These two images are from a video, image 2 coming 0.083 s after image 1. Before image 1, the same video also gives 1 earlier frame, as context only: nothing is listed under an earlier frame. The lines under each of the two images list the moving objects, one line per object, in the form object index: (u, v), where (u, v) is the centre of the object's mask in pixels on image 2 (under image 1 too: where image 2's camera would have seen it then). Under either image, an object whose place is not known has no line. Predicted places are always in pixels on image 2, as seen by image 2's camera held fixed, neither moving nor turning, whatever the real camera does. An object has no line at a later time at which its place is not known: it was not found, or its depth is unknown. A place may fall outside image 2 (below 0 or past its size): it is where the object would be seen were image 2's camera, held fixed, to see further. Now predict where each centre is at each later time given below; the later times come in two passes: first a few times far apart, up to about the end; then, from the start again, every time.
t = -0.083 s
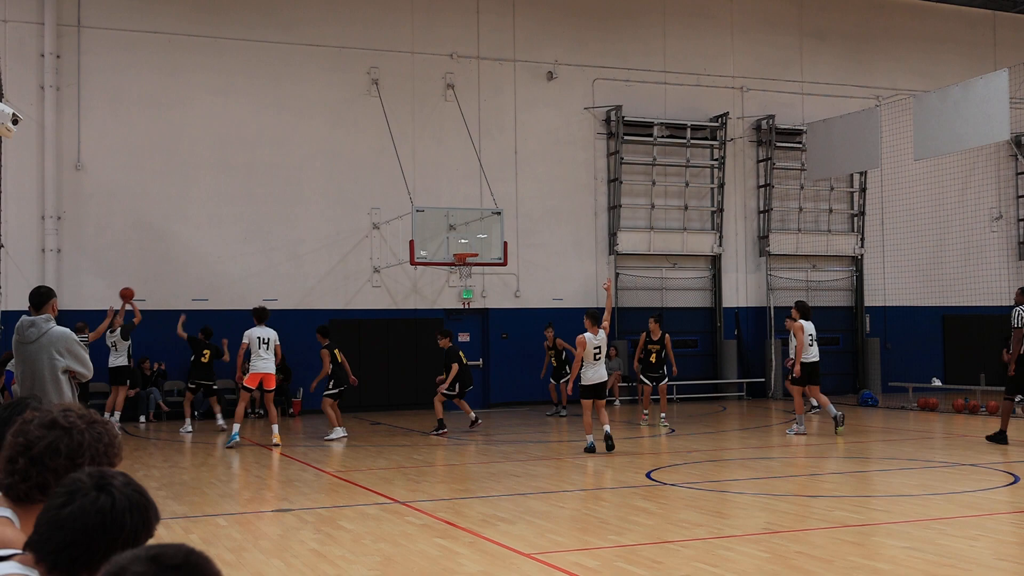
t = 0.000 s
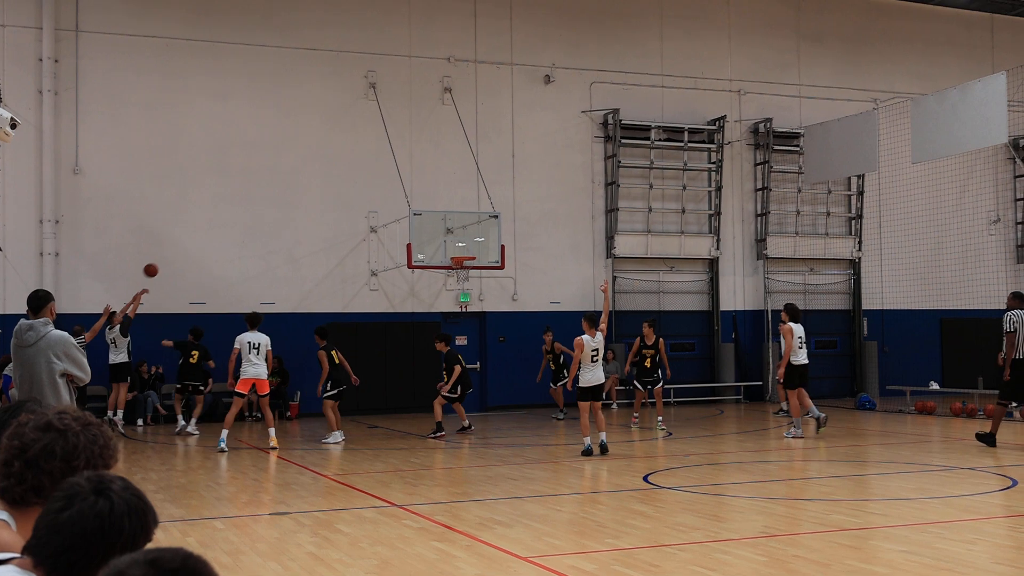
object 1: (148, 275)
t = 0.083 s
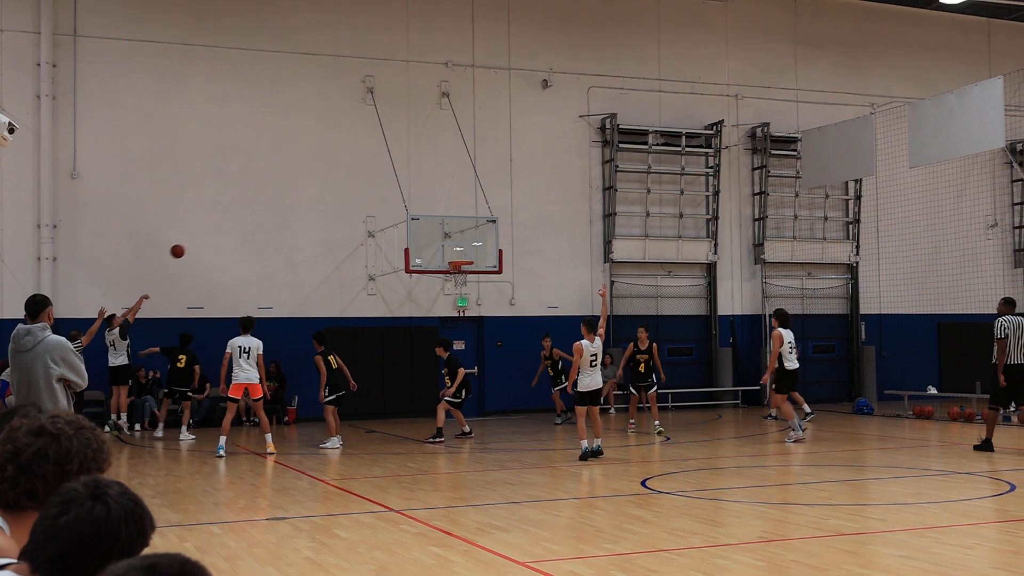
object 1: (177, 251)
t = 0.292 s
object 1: (247, 211)
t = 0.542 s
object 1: (324, 198)
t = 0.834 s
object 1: (408, 225)
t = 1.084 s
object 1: (454, 243)
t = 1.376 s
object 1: (463, 217)
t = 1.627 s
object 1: (471, 231)
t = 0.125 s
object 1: (191, 241)
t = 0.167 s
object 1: (205, 232)
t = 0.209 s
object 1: (219, 224)
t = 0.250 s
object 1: (233, 217)
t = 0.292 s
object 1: (247, 211)
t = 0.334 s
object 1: (260, 207)
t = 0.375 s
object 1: (273, 203)
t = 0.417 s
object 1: (286, 200)
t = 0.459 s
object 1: (299, 199)
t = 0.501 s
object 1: (311, 198)
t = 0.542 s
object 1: (324, 198)
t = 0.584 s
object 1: (336, 199)
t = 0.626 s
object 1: (349, 201)
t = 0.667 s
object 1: (361, 204)
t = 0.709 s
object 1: (373, 208)
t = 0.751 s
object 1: (385, 213)
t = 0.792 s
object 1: (396, 218)
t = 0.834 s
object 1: (408, 225)
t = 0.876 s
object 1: (419, 232)
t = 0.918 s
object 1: (431, 240)
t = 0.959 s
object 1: (442, 249)
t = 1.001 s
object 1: (452, 257)
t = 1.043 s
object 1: (453, 250)
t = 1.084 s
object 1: (454, 243)
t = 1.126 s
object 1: (455, 236)
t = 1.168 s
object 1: (457, 231)
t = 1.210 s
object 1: (458, 226)
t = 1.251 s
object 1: (459, 223)
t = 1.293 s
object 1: (460, 220)
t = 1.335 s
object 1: (462, 218)
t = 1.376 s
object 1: (463, 217)
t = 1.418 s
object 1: (464, 217)
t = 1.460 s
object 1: (465, 218)
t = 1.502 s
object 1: (467, 219)
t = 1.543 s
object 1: (468, 222)
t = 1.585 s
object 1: (470, 226)
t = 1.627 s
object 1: (471, 231)
